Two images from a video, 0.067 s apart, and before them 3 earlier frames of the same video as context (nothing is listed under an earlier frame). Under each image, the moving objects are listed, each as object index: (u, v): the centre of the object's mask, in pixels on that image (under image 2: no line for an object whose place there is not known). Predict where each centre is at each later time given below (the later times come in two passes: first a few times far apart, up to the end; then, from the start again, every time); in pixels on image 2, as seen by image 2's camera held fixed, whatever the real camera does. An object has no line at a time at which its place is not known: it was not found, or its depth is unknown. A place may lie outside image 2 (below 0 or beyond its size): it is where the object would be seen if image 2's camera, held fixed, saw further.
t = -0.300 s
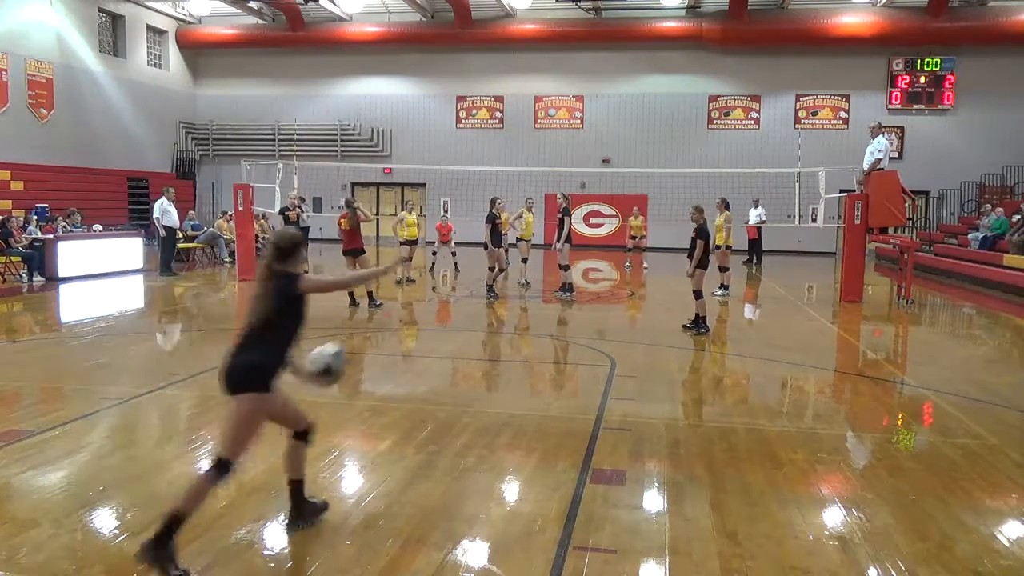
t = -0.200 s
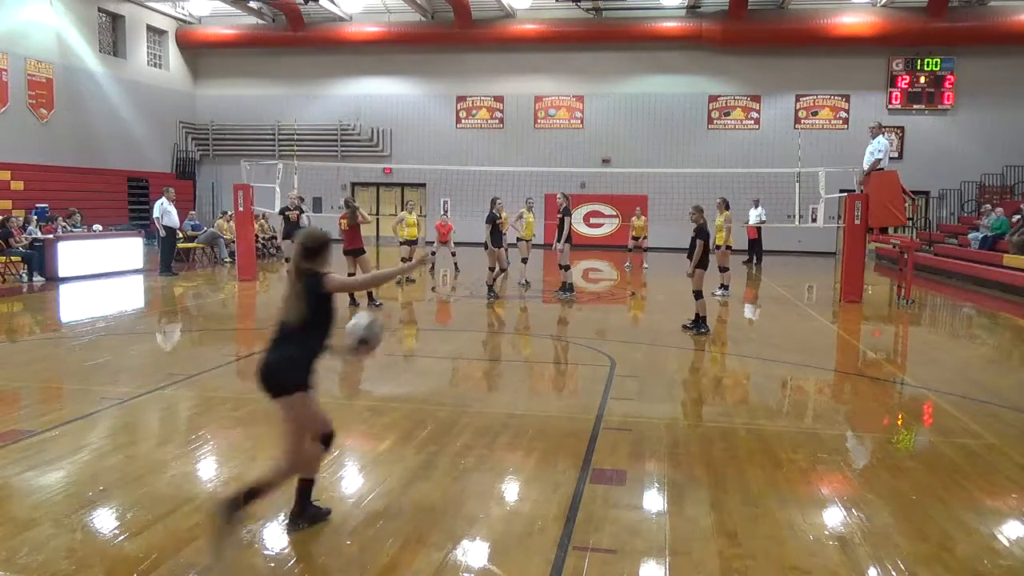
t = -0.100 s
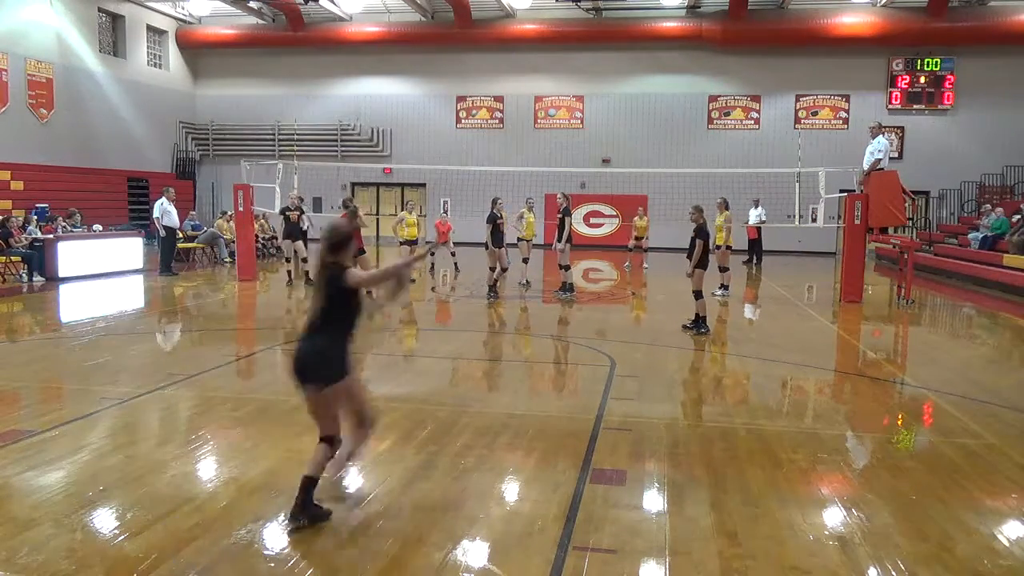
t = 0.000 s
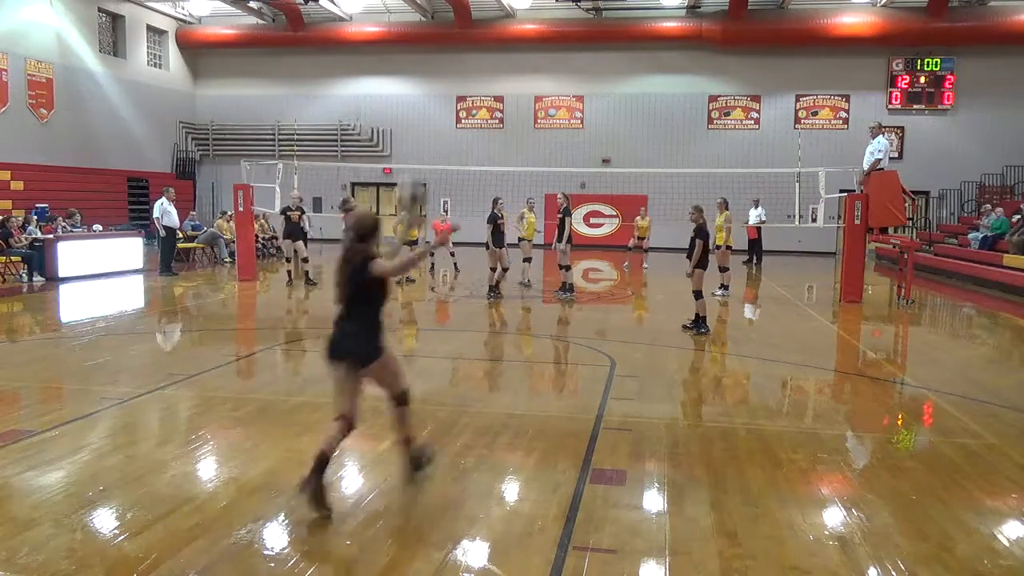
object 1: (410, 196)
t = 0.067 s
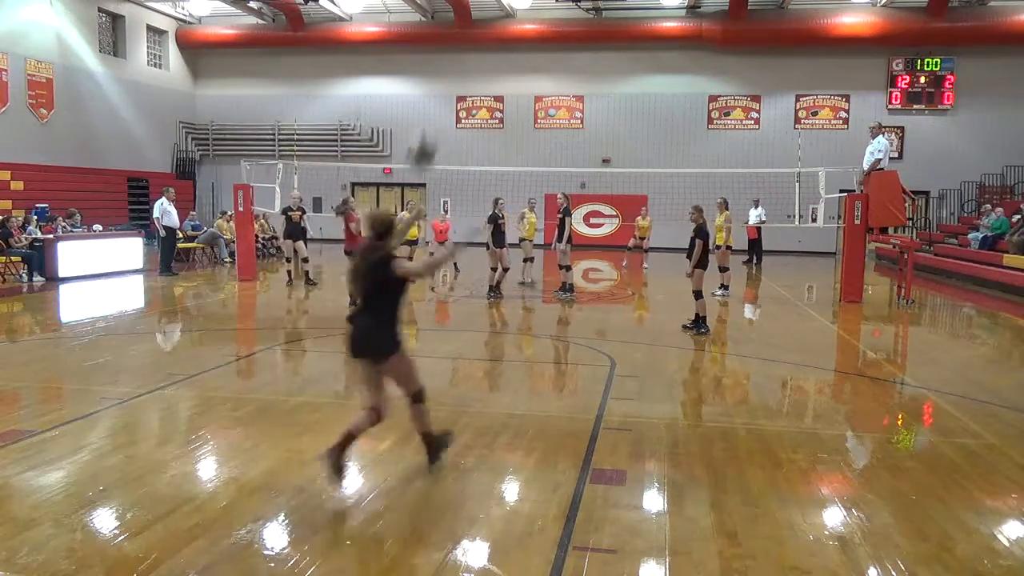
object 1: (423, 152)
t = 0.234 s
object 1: (442, 74)
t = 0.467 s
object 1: (468, 49)
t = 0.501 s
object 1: (472, 52)
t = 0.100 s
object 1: (426, 134)
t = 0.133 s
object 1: (430, 114)
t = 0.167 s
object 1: (434, 101)
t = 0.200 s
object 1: (438, 85)
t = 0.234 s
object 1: (442, 74)
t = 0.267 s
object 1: (446, 66)
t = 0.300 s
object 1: (450, 59)
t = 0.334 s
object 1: (454, 54)
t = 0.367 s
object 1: (457, 51)
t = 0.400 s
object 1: (461, 48)
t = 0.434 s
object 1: (465, 48)
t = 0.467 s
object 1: (468, 49)
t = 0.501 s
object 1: (472, 52)
